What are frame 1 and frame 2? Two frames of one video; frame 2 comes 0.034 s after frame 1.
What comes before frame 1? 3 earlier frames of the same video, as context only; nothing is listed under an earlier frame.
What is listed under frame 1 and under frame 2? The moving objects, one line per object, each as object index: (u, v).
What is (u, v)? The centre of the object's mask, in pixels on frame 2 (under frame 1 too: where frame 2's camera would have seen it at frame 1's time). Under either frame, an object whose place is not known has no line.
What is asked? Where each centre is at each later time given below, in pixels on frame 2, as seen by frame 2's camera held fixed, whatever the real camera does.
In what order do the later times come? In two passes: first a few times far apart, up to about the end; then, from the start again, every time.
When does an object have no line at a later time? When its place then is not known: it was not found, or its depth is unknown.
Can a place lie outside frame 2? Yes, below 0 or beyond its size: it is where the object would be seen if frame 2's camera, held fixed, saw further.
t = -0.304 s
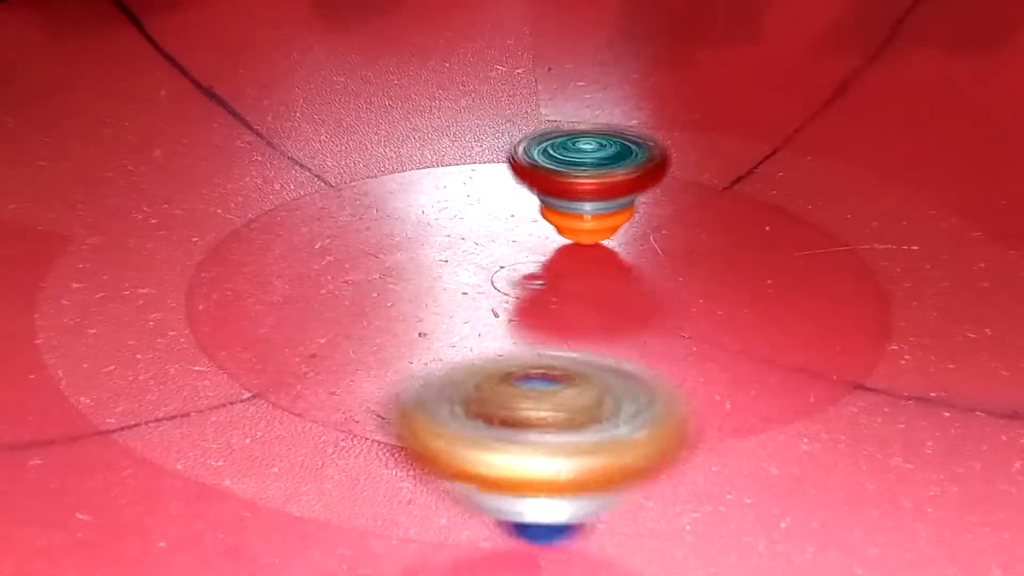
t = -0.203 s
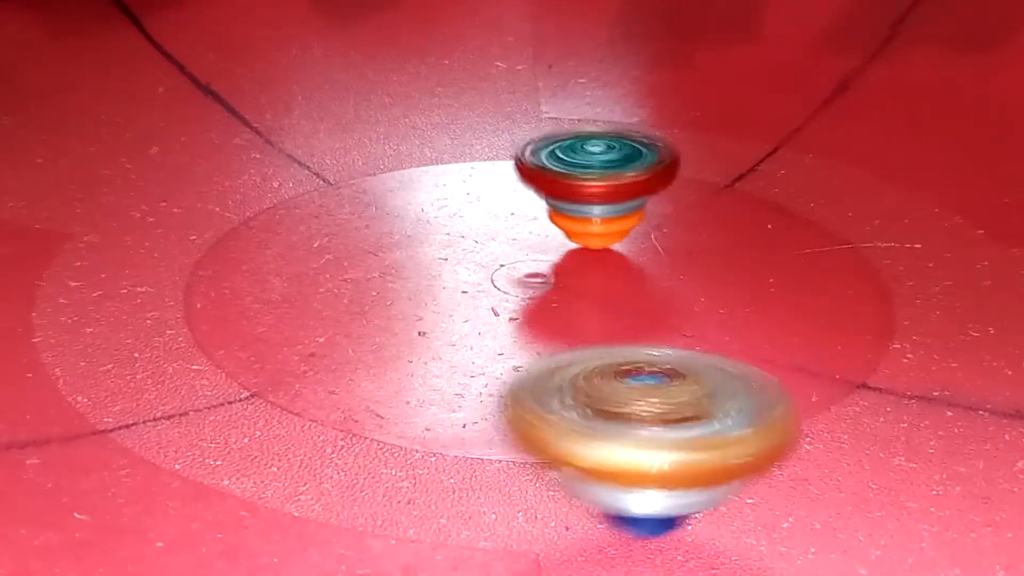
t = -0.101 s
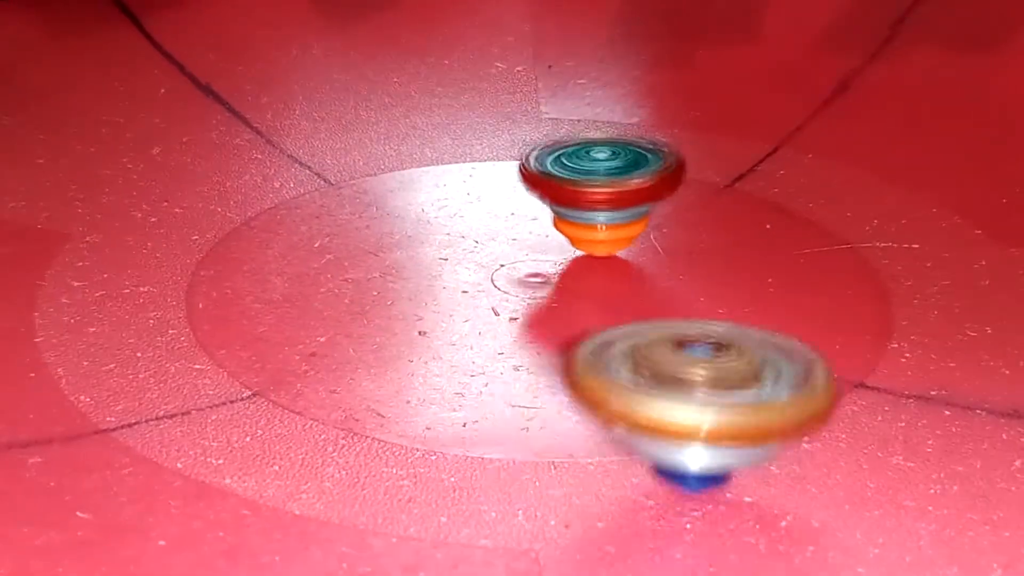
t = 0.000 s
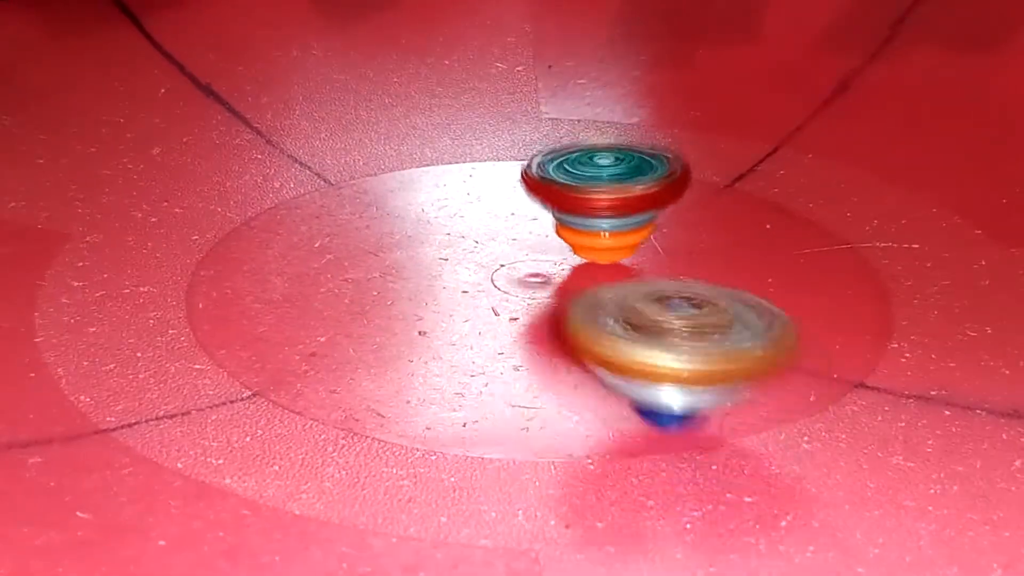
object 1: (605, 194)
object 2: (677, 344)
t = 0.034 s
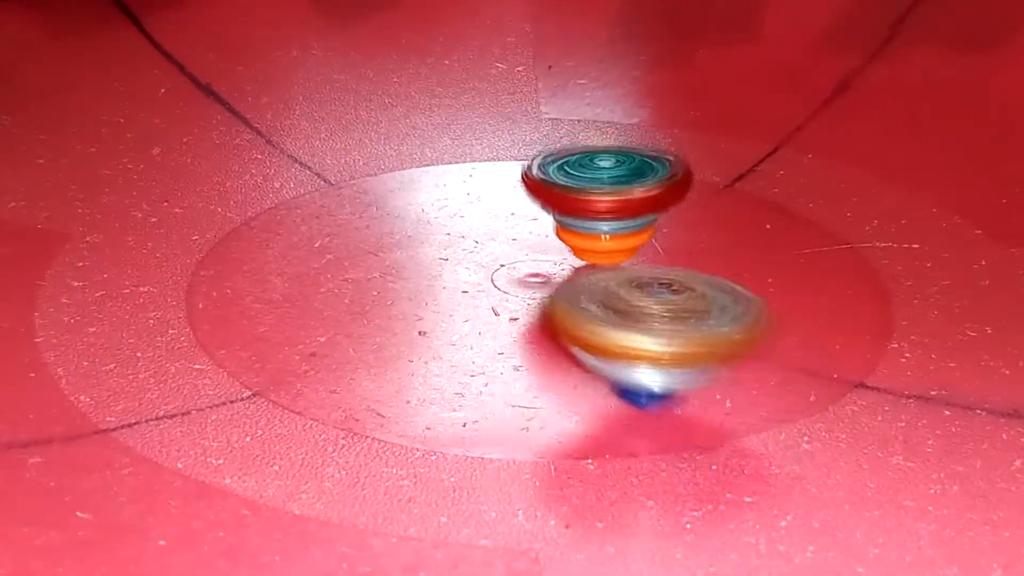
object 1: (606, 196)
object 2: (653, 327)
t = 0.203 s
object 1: (638, 188)
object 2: (481, 274)
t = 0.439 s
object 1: (730, 121)
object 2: (141, 273)
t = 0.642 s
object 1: (705, 91)
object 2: (94, 285)
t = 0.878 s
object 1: (638, 106)
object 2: (265, 279)
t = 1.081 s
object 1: (598, 147)
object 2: (342, 198)
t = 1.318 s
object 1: (569, 205)
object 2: (318, 117)
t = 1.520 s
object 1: (504, 258)
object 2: (245, 90)
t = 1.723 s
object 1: (407, 305)
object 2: (223, 135)
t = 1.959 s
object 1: (340, 326)
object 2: (441, 177)
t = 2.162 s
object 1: (351, 306)
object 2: (651, 160)
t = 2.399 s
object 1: (394, 256)
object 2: (770, 110)
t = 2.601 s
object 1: (429, 205)
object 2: (689, 85)
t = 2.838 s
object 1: (472, 161)
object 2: (581, 131)
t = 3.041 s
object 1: (368, 185)
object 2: (697, 185)
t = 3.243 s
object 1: (277, 199)
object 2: (887, 241)
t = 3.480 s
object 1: (224, 226)
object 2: (977, 226)
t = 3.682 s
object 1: (280, 250)
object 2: (877, 204)
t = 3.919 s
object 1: (406, 251)
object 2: (676, 249)
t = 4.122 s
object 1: (352, 225)
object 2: (620, 335)
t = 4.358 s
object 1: (289, 185)
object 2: (756, 408)
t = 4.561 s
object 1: (297, 163)
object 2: (804, 332)
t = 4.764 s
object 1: (353, 154)
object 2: (586, 264)
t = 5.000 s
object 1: (450, 156)
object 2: (327, 215)
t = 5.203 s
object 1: (552, 169)
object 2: (130, 199)
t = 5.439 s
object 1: (667, 194)
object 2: (124, 264)
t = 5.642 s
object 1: (747, 223)
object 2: (379, 259)
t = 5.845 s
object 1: (789, 254)
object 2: (503, 188)
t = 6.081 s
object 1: (769, 282)
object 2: (555, 119)
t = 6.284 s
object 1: (685, 287)
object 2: (490, 80)
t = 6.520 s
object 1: (555, 271)
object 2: (385, 113)
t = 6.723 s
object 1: (458, 238)
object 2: (455, 159)
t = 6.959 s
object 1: (321, 260)
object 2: (648, 202)
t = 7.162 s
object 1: (254, 261)
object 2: (840, 223)
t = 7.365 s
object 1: (273, 250)
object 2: (947, 196)
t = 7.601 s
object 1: (368, 222)
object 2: (830, 170)
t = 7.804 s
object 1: (461, 197)
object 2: (691, 201)
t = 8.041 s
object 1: (457, 168)
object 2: (617, 271)
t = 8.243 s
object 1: (455, 144)
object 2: (554, 346)
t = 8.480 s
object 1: (477, 133)
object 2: (641, 394)
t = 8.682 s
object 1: (514, 140)
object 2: (689, 347)
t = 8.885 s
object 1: (553, 159)
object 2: (574, 276)
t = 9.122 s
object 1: (631, 172)
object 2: (380, 226)
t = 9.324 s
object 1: (716, 174)
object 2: (237, 187)
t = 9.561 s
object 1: (778, 192)
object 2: (129, 178)
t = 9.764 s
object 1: (773, 216)
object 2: (223, 210)
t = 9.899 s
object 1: (737, 233)
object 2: (342, 203)
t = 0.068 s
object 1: (607, 196)
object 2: (626, 313)
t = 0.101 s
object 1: (607, 196)
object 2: (603, 300)
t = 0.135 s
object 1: (610, 194)
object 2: (575, 288)
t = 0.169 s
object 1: (612, 196)
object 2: (547, 278)
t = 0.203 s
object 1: (638, 188)
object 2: (481, 274)
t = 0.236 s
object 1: (669, 183)
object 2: (404, 289)
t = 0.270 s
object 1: (690, 170)
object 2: (346, 291)
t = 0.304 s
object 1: (707, 157)
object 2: (297, 289)
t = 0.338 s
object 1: (718, 147)
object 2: (251, 285)
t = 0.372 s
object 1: (725, 137)
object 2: (209, 281)
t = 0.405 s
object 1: (728, 128)
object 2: (170, 276)
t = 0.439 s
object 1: (730, 121)
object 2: (141, 273)
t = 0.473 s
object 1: (730, 113)
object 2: (119, 271)
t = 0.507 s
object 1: (727, 107)
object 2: (106, 271)
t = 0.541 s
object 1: (723, 101)
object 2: (98, 273)
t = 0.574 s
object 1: (718, 97)
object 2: (93, 276)
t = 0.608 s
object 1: (712, 93)
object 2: (91, 280)
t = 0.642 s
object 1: (705, 91)
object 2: (94, 285)
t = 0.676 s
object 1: (697, 90)
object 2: (102, 289)
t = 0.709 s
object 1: (688, 91)
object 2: (117, 292)
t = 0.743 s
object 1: (679, 92)
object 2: (141, 294)
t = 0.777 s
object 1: (669, 93)
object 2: (171, 294)
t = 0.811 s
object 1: (659, 97)
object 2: (203, 292)
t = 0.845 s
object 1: (649, 101)
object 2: (237, 286)
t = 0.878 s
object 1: (638, 106)
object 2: (265, 279)
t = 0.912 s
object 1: (628, 111)
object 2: (290, 268)
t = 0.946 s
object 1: (620, 119)
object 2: (311, 254)
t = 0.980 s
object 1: (613, 125)
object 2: (325, 240)
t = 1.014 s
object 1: (608, 132)
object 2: (335, 226)
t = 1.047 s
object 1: (602, 139)
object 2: (341, 212)
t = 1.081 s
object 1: (598, 147)
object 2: (342, 198)
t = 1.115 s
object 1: (593, 155)
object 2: (343, 185)
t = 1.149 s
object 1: (590, 163)
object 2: (344, 173)
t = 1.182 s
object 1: (587, 171)
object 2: (343, 161)
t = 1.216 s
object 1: (583, 179)
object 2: (339, 149)
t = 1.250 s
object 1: (578, 188)
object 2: (334, 137)
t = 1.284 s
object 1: (574, 196)
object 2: (327, 127)
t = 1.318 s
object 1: (569, 205)
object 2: (318, 117)
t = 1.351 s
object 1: (562, 214)
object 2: (309, 109)
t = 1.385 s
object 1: (553, 222)
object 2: (298, 102)
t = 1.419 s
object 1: (542, 231)
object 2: (286, 96)
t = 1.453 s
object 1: (531, 240)
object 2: (273, 92)
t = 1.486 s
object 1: (518, 249)
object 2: (260, 91)
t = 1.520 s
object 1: (504, 258)
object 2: (245, 90)
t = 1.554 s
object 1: (490, 266)
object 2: (231, 92)
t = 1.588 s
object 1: (474, 275)
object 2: (220, 96)
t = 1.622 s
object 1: (457, 284)
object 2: (214, 103)
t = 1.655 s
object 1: (439, 291)
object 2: (210, 112)
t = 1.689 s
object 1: (424, 299)
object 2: (213, 123)
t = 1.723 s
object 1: (407, 305)
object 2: (223, 135)
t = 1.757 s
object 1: (393, 311)
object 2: (239, 146)
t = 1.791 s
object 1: (380, 315)
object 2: (264, 157)
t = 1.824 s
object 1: (368, 318)
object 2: (295, 166)
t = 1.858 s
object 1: (357, 321)
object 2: (327, 172)
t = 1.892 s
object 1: (350, 323)
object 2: (365, 175)
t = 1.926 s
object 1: (347, 324)
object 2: (404, 177)
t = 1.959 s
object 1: (340, 326)
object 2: (441, 177)
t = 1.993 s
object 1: (338, 324)
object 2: (479, 176)
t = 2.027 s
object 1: (338, 323)
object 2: (515, 174)
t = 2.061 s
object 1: (340, 320)
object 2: (550, 170)
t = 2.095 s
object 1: (342, 316)
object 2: (586, 168)
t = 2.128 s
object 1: (346, 312)
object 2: (621, 164)
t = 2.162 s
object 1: (351, 306)
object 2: (651, 160)
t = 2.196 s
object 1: (356, 301)
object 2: (682, 155)
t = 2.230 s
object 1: (362, 295)
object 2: (708, 148)
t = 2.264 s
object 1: (369, 288)
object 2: (730, 141)
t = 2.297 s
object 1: (376, 281)
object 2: (748, 134)
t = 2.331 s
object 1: (383, 273)
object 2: (761, 126)
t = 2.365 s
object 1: (389, 265)
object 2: (768, 117)
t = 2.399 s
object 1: (394, 256)
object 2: (770, 110)
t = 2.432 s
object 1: (399, 247)
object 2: (766, 103)
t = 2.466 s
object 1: (406, 238)
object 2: (758, 97)
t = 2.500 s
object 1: (411, 229)
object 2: (745, 92)
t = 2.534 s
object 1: (417, 220)
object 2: (730, 89)
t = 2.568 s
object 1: (423, 213)
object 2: (712, 86)
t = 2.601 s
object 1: (429, 205)
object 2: (689, 85)
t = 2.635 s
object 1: (436, 197)
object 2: (667, 86)
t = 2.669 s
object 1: (442, 190)
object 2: (644, 90)
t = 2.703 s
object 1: (450, 183)
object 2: (623, 95)
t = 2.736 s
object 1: (458, 177)
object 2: (602, 103)
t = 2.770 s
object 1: (467, 172)
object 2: (584, 113)
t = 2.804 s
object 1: (478, 165)
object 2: (577, 121)
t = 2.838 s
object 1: (472, 161)
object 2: (581, 131)
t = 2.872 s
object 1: (452, 169)
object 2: (594, 137)
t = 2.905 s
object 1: (434, 173)
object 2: (611, 144)
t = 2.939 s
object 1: (417, 177)
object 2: (630, 154)
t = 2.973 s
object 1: (400, 179)
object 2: (649, 164)
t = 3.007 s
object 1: (384, 182)
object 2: (671, 175)
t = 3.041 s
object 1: (368, 185)
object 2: (697, 185)
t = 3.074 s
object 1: (353, 187)
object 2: (722, 196)
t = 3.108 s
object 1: (337, 190)
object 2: (753, 206)
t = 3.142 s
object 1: (322, 191)
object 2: (784, 216)
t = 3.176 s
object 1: (307, 194)
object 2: (816, 225)
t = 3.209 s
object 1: (292, 196)
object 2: (852, 234)
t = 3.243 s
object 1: (277, 199)
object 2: (887, 241)
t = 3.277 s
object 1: (265, 202)
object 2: (919, 244)
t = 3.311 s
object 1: (253, 205)
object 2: (940, 245)
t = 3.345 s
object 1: (243, 210)
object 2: (956, 244)
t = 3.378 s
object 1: (236, 213)
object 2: (965, 241)
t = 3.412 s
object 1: (229, 217)
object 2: (972, 238)
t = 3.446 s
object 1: (225, 223)
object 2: (976, 232)
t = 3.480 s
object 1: (224, 226)
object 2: (977, 226)
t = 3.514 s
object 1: (226, 231)
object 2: (974, 220)
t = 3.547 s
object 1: (232, 236)
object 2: (967, 215)
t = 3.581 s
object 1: (241, 239)
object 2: (955, 209)
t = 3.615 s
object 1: (252, 243)
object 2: (938, 205)
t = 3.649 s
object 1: (265, 246)
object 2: (908, 204)
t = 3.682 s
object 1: (280, 250)
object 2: (877, 204)
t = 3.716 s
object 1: (297, 251)
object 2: (848, 207)
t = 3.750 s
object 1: (315, 253)
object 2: (815, 211)
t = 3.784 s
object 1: (333, 254)
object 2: (787, 216)
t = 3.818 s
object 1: (350, 254)
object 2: (759, 223)
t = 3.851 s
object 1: (369, 253)
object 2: (730, 231)
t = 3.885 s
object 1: (387, 252)
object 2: (704, 239)
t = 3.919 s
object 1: (406, 251)
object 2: (676, 249)
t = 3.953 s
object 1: (427, 252)
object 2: (646, 260)
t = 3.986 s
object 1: (424, 247)
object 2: (633, 274)
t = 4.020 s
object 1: (402, 241)
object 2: (642, 288)
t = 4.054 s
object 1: (383, 236)
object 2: (637, 302)
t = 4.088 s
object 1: (367, 230)
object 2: (628, 317)
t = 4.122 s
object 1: (352, 225)
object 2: (620, 335)
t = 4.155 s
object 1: (338, 218)
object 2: (618, 352)
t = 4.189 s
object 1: (327, 212)
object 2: (624, 369)
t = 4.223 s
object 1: (318, 206)
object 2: (637, 384)
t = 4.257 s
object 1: (308, 200)
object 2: (658, 395)
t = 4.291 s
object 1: (300, 194)
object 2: (687, 403)
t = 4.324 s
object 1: (293, 190)
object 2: (718, 407)
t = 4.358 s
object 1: (289, 185)
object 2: (756, 408)
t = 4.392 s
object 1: (287, 180)
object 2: (790, 403)
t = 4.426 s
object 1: (285, 176)
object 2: (818, 394)
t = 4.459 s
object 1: (285, 171)
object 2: (832, 381)
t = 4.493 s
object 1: (288, 168)
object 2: (835, 365)
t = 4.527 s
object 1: (292, 166)
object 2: (825, 348)
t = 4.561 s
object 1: (297, 163)
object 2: (804, 332)
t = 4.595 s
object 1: (302, 160)
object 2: (781, 318)
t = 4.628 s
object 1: (309, 159)
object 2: (746, 304)
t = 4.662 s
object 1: (319, 157)
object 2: (709, 291)
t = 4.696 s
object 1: (329, 155)
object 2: (671, 282)
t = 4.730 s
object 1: (340, 155)
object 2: (630, 273)
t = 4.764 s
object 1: (353, 154)
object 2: (586, 264)
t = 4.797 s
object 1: (366, 153)
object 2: (546, 256)
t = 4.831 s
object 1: (379, 153)
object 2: (505, 249)
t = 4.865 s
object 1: (391, 151)
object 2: (467, 242)
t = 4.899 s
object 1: (404, 145)
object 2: (429, 236)
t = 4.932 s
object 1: (419, 143)
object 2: (397, 228)
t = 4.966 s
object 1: (436, 150)
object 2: (361, 222)
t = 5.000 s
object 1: (450, 156)
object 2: (327, 215)
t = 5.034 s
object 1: (466, 158)
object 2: (292, 210)
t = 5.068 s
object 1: (483, 160)
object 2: (256, 205)
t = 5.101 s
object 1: (501, 162)
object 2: (223, 201)
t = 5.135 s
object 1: (517, 164)
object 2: (189, 199)
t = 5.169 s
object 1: (535, 167)
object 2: (158, 198)
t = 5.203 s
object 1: (552, 169)
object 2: (130, 199)
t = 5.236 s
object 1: (570, 171)
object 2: (108, 202)
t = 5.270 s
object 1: (587, 174)
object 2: (92, 208)
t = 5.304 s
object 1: (605, 179)
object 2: (84, 217)
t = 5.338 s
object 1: (621, 182)
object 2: (82, 227)
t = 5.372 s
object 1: (636, 186)
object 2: (85, 240)
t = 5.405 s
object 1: (651, 191)
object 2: (97, 251)
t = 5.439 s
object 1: (667, 194)
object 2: (124, 264)
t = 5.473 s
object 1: (682, 199)
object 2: (162, 272)
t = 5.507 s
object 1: (695, 203)
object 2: (210, 277)
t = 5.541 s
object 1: (710, 208)
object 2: (254, 280)
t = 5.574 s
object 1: (723, 212)
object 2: (304, 277)
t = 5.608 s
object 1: (736, 217)
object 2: (344, 270)
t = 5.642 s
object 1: (747, 223)
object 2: (379, 259)
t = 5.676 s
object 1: (758, 228)
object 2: (408, 248)
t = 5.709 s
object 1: (766, 234)
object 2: (432, 235)
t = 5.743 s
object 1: (774, 239)
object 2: (453, 222)
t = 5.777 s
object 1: (780, 244)
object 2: (472, 211)
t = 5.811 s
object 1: (786, 249)
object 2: (488, 199)
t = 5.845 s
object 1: (789, 254)
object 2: (503, 188)
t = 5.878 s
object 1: (791, 259)
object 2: (516, 178)
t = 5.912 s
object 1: (792, 263)
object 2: (529, 168)
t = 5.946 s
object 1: (791, 268)
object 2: (539, 157)
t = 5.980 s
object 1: (787, 272)
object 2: (546, 148)
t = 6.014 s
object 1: (785, 276)
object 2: (552, 138)
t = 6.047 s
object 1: (778, 279)
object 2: (555, 128)
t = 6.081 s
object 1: (769, 282)
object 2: (555, 119)
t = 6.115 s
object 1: (758, 284)
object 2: (551, 110)
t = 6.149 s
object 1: (745, 285)
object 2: (545, 102)
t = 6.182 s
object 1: (731, 287)
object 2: (535, 95)
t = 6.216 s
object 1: (718, 288)
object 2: (521, 88)
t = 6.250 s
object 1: (701, 288)
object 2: (507, 84)
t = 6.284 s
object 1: (685, 287)
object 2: (490, 80)
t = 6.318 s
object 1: (666, 287)
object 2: (471, 79)
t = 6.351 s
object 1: (647, 287)
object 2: (453, 80)
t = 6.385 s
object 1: (629, 285)
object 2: (434, 82)
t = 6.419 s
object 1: (611, 282)
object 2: (418, 87)
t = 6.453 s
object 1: (591, 279)
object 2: (403, 93)
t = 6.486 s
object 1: (573, 275)
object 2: (392, 102)
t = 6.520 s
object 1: (555, 271)
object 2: (385, 113)
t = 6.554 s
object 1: (536, 266)
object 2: (383, 123)
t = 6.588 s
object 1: (519, 261)
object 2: (387, 134)
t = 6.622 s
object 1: (500, 255)
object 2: (398, 144)
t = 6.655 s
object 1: (485, 250)
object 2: (411, 152)
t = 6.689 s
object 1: (471, 245)
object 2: (429, 156)
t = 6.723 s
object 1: (458, 238)
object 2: (455, 159)
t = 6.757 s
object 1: (445, 239)
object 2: (481, 163)
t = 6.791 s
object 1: (420, 246)
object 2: (511, 175)
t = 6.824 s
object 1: (394, 250)
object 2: (532, 183)
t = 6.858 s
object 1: (375, 253)
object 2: (560, 187)
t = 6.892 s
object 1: (355, 256)
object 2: (588, 193)
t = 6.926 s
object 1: (337, 258)
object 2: (620, 198)
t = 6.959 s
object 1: (321, 260)
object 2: (648, 202)
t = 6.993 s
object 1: (305, 262)
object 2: (678, 208)
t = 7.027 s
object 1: (291, 263)
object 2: (709, 211)
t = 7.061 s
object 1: (278, 262)
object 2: (741, 214)
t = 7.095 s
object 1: (267, 263)
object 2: (777, 220)
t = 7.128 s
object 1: (260, 263)
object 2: (807, 222)
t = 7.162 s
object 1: (254, 261)
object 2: (840, 223)
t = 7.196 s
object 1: (253, 260)
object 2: (868, 222)
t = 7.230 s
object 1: (252, 260)
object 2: (894, 220)
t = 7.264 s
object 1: (254, 258)
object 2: (917, 216)
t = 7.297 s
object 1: (258, 255)
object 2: (933, 210)
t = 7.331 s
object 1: (264, 253)
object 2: (943, 203)
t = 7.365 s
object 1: (273, 250)
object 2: (947, 196)
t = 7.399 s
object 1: (283, 247)
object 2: (946, 188)
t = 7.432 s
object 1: (297, 243)
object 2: (939, 182)
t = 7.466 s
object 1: (309, 238)
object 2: (924, 176)
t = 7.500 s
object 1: (322, 234)
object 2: (904, 172)
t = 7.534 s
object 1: (337, 230)
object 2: (883, 170)
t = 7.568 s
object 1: (351, 227)
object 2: (857, 169)
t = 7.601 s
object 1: (368, 222)
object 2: (830, 170)
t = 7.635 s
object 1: (382, 218)
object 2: (806, 172)
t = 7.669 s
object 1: (399, 213)
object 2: (780, 176)
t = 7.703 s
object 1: (412, 210)
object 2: (757, 181)
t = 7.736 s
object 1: (429, 205)
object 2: (734, 186)
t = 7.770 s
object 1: (445, 200)
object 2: (712, 194)
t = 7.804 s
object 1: (461, 197)
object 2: (691, 201)
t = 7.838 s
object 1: (477, 195)
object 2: (672, 209)
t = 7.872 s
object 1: (486, 193)
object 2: (658, 218)
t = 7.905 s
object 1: (475, 188)
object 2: (659, 228)
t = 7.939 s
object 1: (468, 184)
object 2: (654, 237)
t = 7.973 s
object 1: (463, 179)
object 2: (643, 248)
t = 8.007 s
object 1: (460, 173)
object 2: (630, 259)
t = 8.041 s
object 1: (457, 168)
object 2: (617, 271)
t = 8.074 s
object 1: (455, 163)
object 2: (603, 283)
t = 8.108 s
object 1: (453, 160)
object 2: (589, 296)
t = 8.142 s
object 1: (453, 155)
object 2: (576, 310)
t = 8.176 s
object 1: (453, 149)
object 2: (566, 321)
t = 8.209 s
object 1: (453, 146)
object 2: (559, 334)
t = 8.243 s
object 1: (455, 144)
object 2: (554, 346)
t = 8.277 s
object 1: (457, 140)
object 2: (555, 359)
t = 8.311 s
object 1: (459, 137)
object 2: (561, 369)
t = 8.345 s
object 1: (462, 136)
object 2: (571, 380)
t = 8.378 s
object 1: (465, 134)
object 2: (584, 386)
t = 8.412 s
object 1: (470, 133)
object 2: (603, 391)
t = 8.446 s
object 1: (472, 133)
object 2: (622, 394)
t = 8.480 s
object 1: (477, 133)
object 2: (641, 394)
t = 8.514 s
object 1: (483, 134)
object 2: (660, 392)
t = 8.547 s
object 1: (488, 134)
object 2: (677, 387)
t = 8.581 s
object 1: (494, 135)
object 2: (689, 379)
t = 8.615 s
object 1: (500, 137)
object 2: (694, 370)
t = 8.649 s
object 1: (508, 139)
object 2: (694, 358)
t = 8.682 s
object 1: (514, 140)
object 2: (689, 347)
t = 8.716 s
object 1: (521, 143)
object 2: (678, 334)
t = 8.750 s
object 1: (528, 147)
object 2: (662, 321)
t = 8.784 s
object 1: (535, 149)
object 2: (643, 308)
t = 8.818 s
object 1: (542, 153)
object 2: (622, 296)
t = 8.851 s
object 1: (547, 156)
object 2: (598, 285)
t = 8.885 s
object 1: (553, 159)
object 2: (574, 276)
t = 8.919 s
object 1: (558, 161)
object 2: (551, 266)
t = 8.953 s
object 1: (564, 162)
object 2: (529, 257)
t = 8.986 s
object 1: (569, 165)
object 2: (505, 246)
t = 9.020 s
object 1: (575, 173)
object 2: (486, 239)
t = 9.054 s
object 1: (593, 175)
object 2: (445, 233)
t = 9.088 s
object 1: (612, 172)
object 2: (407, 230)
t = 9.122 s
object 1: (631, 172)
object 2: (380, 226)
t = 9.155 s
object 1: (647, 171)
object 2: (354, 221)
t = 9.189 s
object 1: (663, 171)
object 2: (330, 213)
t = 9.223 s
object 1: (676, 172)
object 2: (306, 207)
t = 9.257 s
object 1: (691, 172)
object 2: (282, 200)
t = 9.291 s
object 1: (704, 173)
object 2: (259, 193)
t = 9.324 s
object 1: (716, 174)
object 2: (237, 187)
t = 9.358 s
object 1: (729, 176)
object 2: (216, 183)
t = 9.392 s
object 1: (740, 179)
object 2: (195, 179)
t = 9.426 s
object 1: (749, 180)
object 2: (178, 176)
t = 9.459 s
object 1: (759, 183)
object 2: (161, 175)
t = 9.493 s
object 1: (767, 187)
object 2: (148, 174)
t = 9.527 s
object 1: (772, 188)
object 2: (137, 176)
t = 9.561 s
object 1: (778, 192)
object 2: (129, 178)
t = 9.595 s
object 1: (781, 197)
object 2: (129, 184)
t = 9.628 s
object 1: (782, 200)
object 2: (135, 189)
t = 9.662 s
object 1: (782, 204)
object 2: (148, 195)
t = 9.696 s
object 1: (781, 208)
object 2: (168, 202)
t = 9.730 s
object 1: (777, 212)
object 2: (197, 207)
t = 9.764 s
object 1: (773, 216)
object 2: (223, 210)
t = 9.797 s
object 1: (767, 221)
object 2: (256, 211)
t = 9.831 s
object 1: (757, 225)
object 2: (287, 210)
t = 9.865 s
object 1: (747, 229)
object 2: (315, 208)
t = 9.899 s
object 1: (737, 233)
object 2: (342, 203)
